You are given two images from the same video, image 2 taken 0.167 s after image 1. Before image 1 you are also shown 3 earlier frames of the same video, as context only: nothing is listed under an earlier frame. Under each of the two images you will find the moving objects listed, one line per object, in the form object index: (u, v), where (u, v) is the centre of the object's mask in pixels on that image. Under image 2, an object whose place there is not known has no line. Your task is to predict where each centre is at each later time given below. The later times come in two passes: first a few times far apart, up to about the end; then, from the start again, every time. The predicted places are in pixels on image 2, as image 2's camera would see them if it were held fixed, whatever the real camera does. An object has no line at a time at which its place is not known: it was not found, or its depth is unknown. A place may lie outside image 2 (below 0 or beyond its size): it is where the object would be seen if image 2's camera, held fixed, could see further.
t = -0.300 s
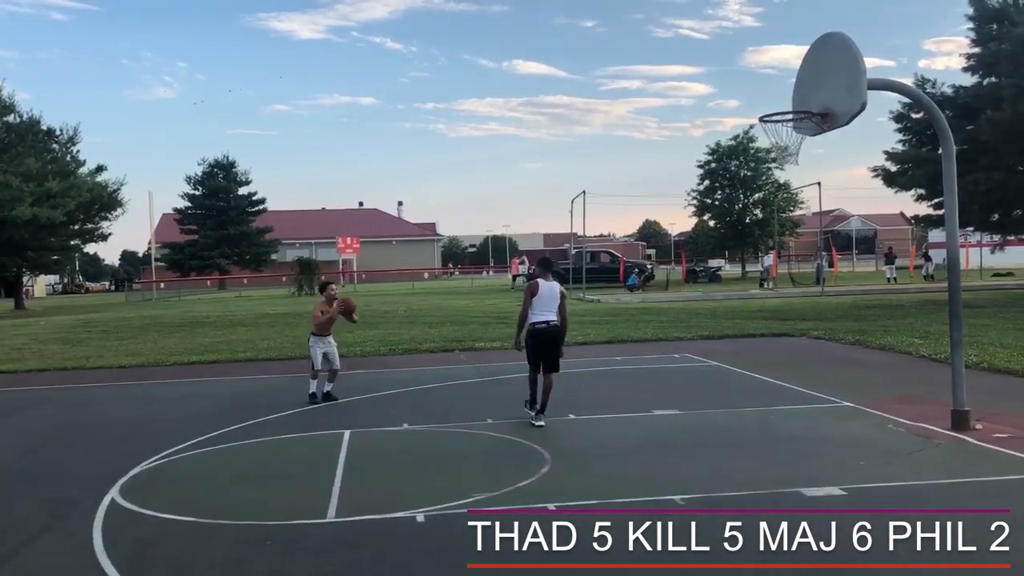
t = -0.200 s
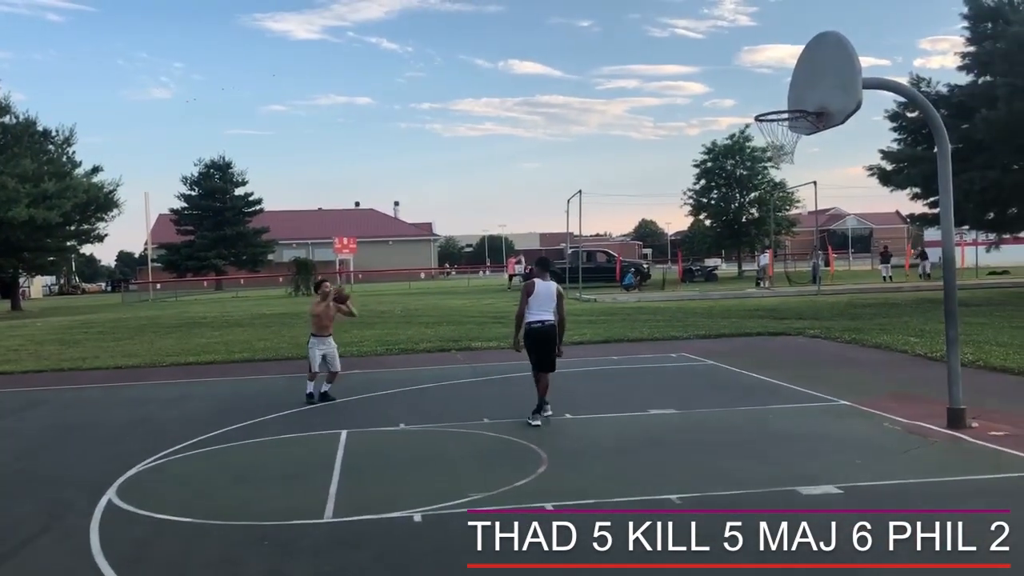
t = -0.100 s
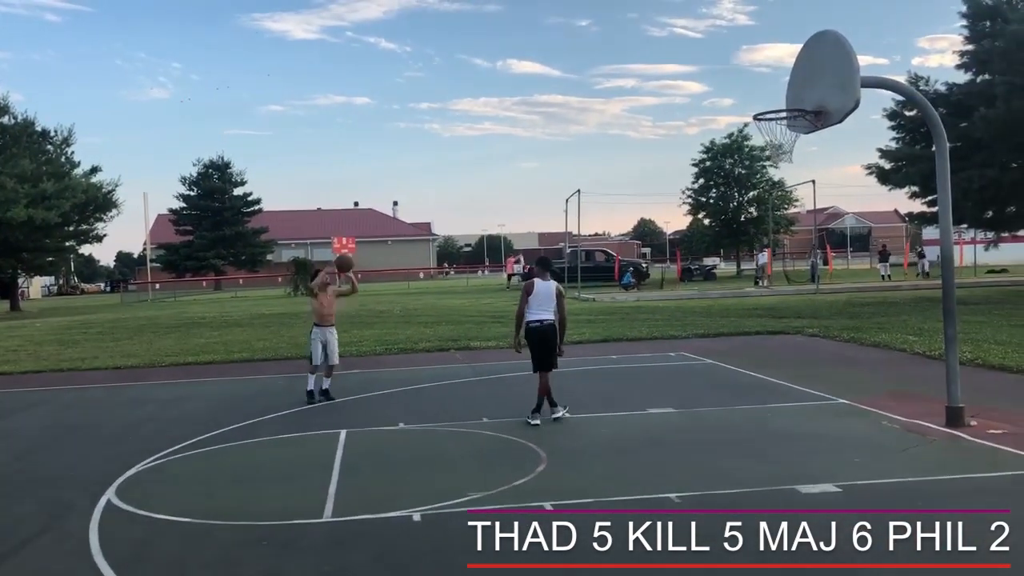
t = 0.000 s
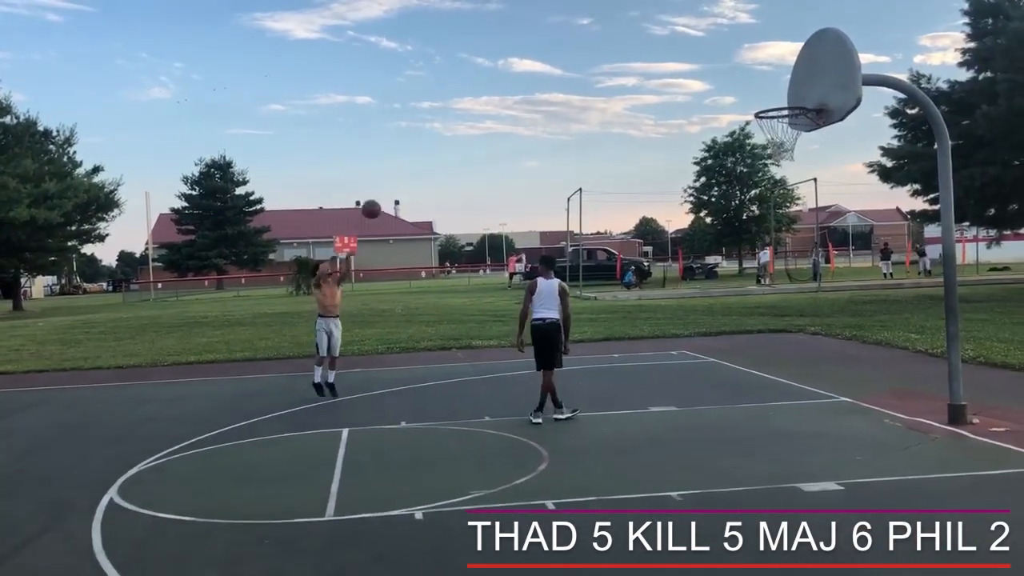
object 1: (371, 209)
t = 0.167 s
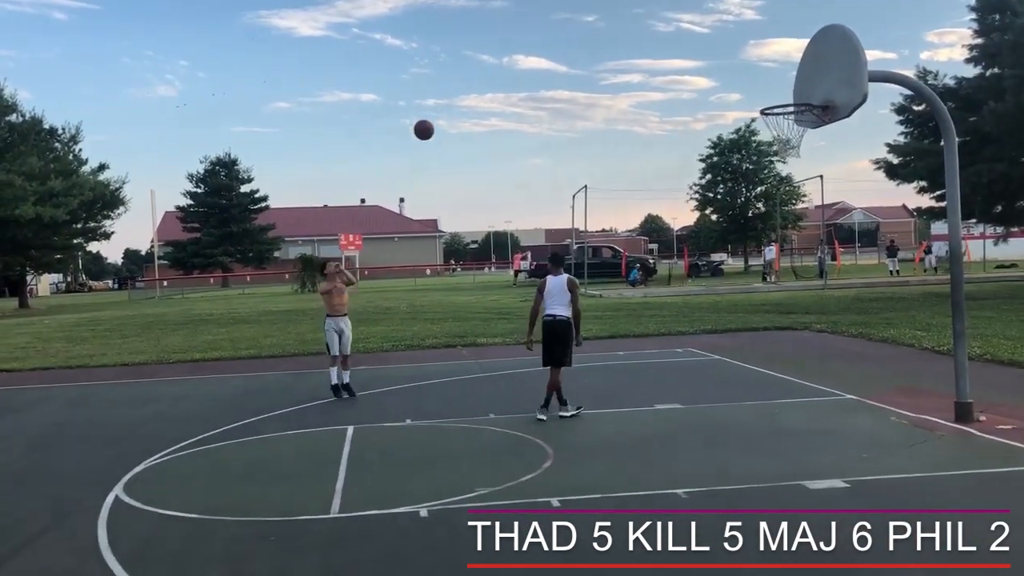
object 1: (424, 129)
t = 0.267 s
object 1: (455, 91)
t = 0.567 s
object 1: (562, 17)
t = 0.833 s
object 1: (677, 15)
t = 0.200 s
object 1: (434, 116)
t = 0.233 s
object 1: (444, 103)
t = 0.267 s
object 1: (455, 91)
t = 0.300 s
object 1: (466, 79)
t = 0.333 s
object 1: (477, 69)
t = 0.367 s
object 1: (488, 59)
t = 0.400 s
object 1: (500, 50)
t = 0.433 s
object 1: (512, 41)
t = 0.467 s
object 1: (524, 34)
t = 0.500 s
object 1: (537, 27)
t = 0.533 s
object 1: (550, 21)
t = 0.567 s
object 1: (562, 17)
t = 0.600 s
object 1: (575, 12)
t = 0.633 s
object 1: (589, 10)
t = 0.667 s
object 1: (603, 8)
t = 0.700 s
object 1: (617, 6)
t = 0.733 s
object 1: (632, 7)
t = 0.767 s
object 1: (646, 8)
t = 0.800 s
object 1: (661, 11)
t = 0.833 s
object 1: (677, 15)
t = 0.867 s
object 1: (693, 19)
